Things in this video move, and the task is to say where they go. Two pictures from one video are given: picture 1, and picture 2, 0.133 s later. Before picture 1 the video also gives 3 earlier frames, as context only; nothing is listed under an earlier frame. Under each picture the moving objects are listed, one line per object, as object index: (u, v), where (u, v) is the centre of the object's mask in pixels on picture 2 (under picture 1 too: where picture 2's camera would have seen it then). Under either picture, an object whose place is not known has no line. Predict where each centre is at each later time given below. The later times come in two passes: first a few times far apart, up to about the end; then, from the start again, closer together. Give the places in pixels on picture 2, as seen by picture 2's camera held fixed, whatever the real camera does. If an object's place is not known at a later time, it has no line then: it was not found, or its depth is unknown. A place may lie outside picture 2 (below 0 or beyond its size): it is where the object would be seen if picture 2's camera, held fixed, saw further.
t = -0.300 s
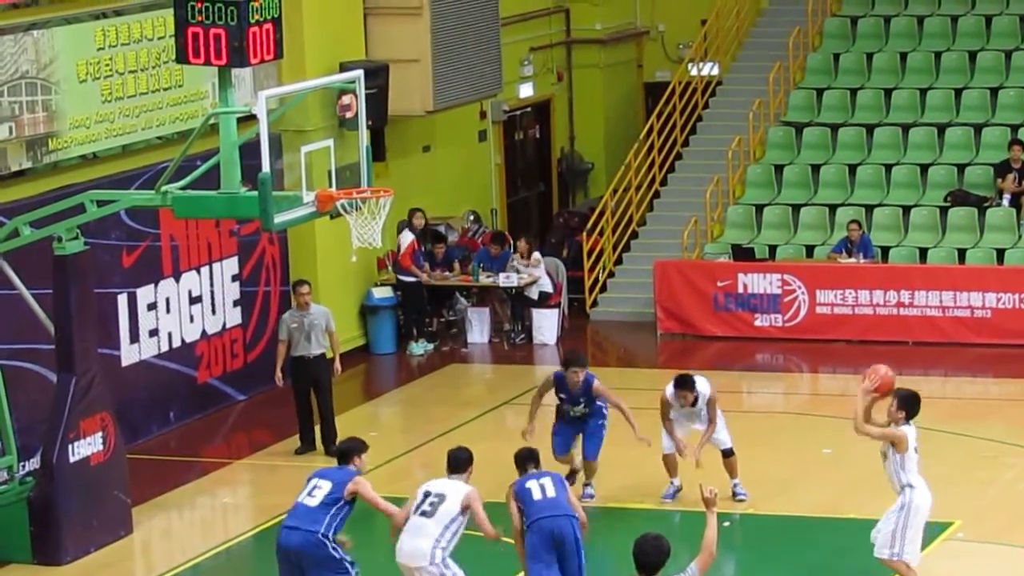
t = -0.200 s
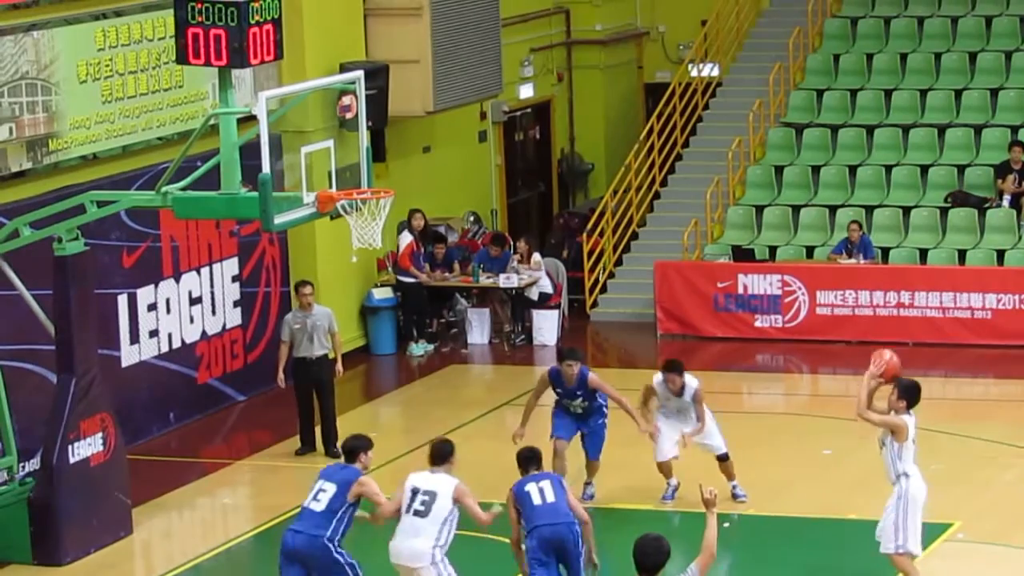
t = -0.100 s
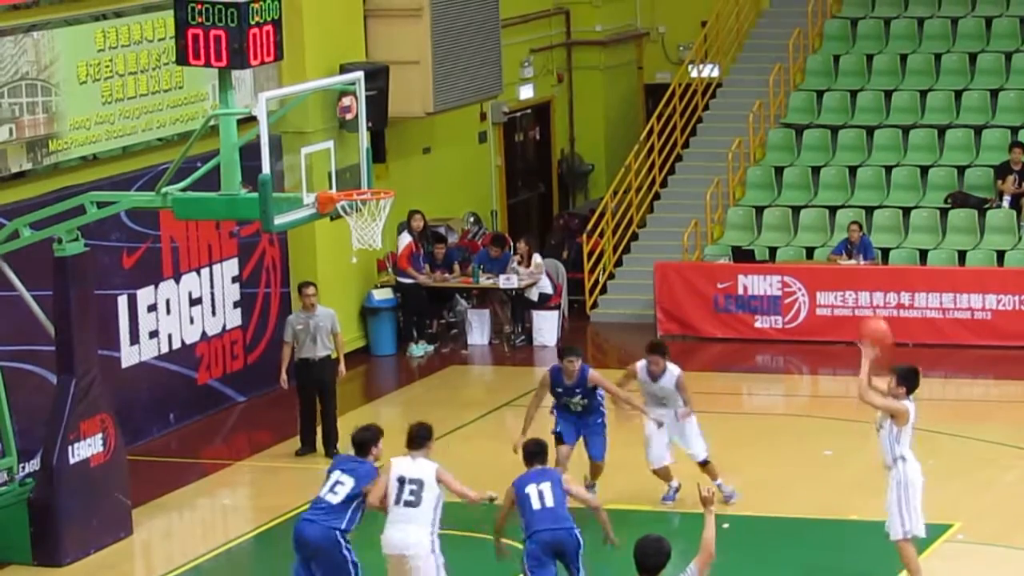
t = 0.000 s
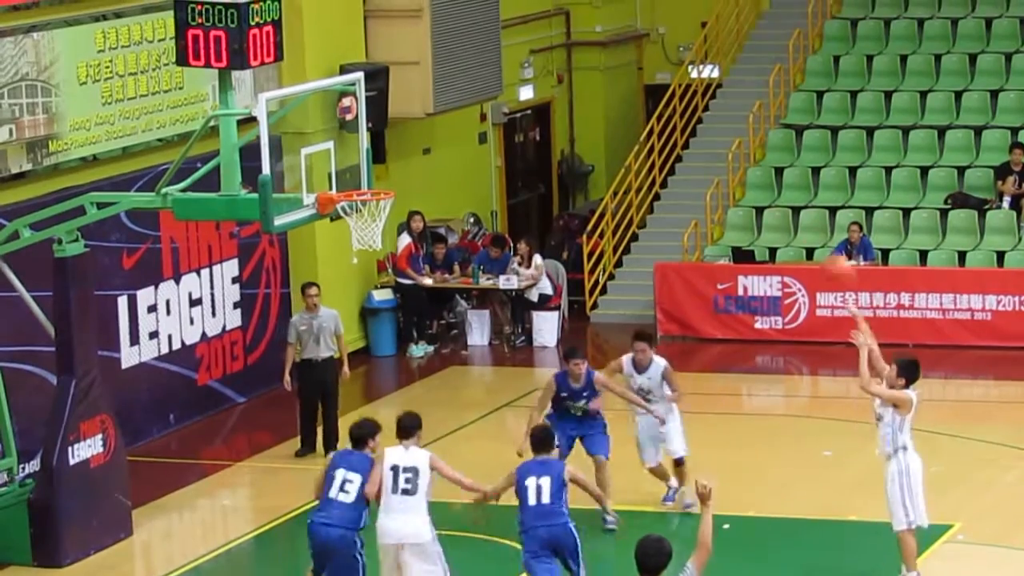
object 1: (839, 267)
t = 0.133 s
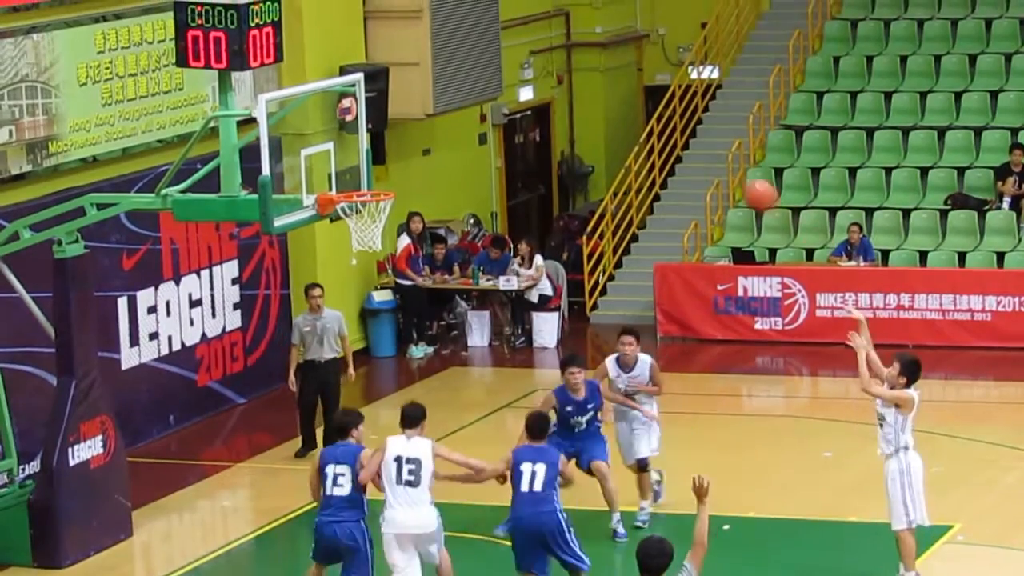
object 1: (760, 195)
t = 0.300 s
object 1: (665, 131)
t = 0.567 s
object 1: (524, 100)
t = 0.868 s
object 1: (376, 166)
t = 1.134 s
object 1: (368, 231)
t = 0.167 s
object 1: (742, 179)
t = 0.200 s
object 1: (722, 165)
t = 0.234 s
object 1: (702, 152)
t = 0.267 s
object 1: (684, 140)
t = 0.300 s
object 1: (665, 131)
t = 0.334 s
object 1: (646, 122)
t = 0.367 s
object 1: (630, 115)
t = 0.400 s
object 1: (610, 109)
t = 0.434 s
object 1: (593, 104)
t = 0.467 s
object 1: (575, 100)
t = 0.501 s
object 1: (558, 99)
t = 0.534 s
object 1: (542, 100)
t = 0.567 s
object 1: (524, 100)
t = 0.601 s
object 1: (505, 102)
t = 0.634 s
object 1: (490, 107)
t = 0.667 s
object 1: (473, 111)
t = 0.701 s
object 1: (456, 117)
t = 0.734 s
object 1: (439, 124)
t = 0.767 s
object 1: (422, 134)
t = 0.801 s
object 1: (407, 143)
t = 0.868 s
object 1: (376, 166)
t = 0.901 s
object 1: (358, 182)
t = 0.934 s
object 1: (356, 188)
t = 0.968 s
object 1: (370, 191)
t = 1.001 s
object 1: (370, 197)
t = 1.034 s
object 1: (354, 204)
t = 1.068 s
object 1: (356, 210)
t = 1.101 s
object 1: (361, 218)
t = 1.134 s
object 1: (368, 231)
